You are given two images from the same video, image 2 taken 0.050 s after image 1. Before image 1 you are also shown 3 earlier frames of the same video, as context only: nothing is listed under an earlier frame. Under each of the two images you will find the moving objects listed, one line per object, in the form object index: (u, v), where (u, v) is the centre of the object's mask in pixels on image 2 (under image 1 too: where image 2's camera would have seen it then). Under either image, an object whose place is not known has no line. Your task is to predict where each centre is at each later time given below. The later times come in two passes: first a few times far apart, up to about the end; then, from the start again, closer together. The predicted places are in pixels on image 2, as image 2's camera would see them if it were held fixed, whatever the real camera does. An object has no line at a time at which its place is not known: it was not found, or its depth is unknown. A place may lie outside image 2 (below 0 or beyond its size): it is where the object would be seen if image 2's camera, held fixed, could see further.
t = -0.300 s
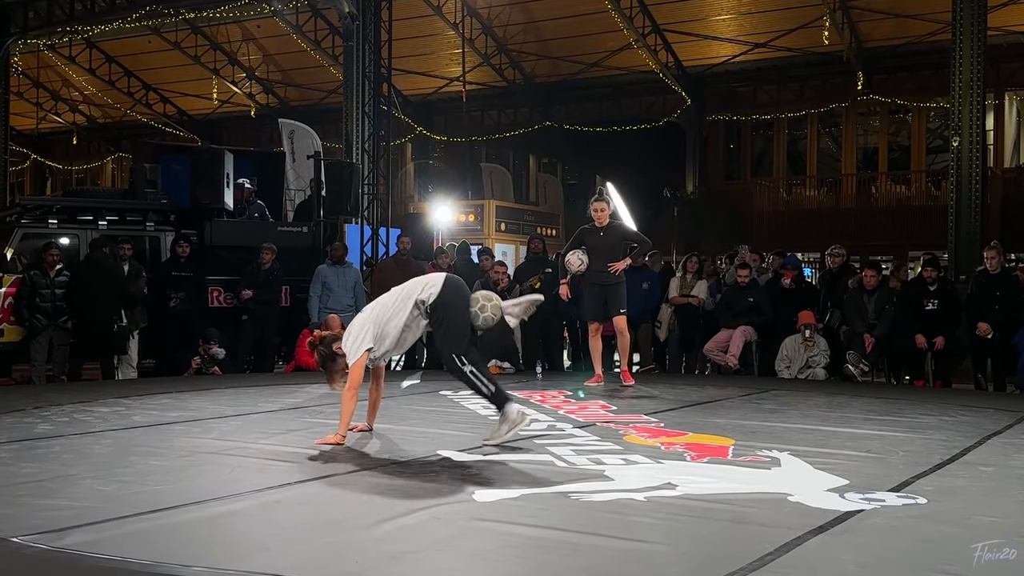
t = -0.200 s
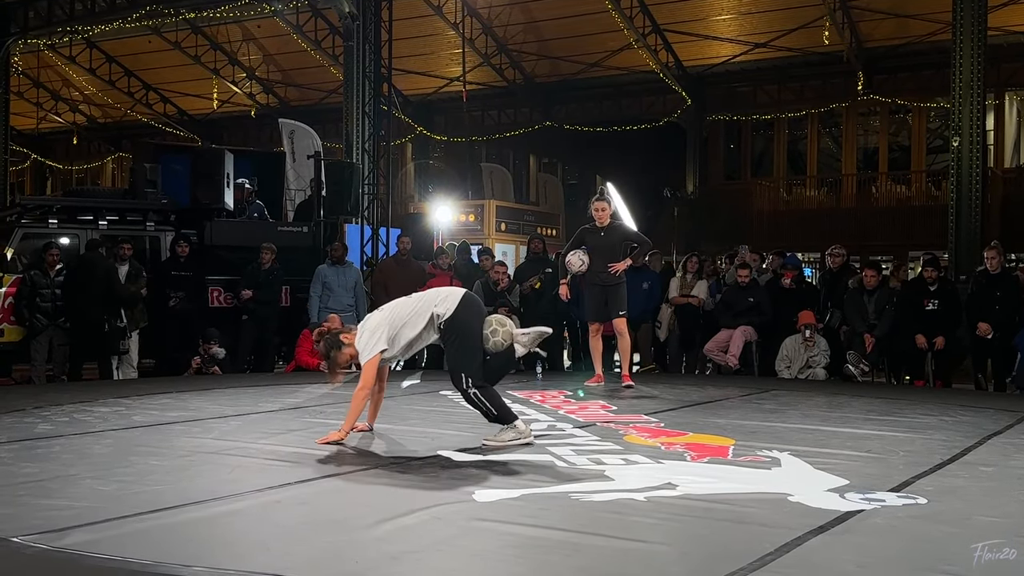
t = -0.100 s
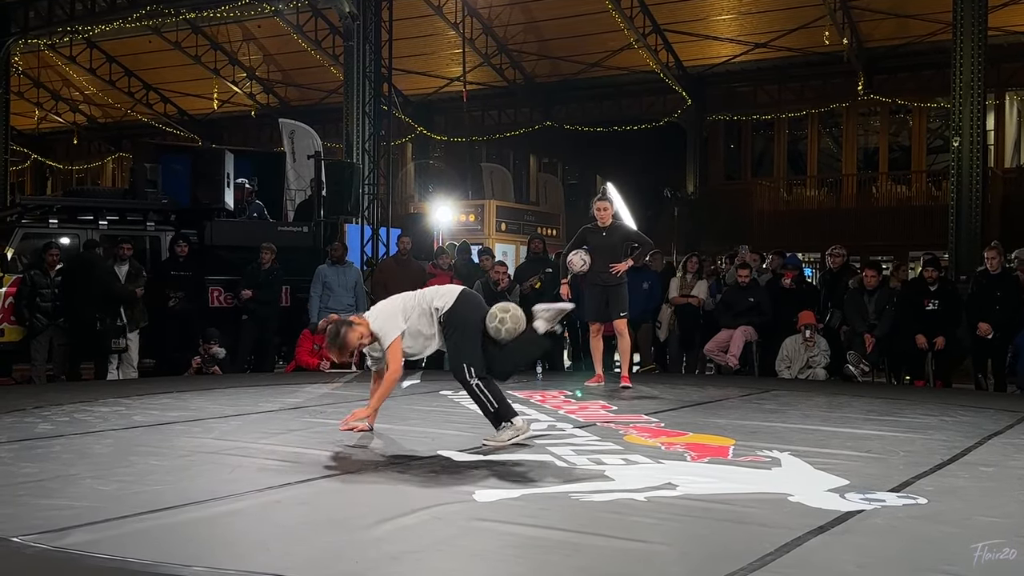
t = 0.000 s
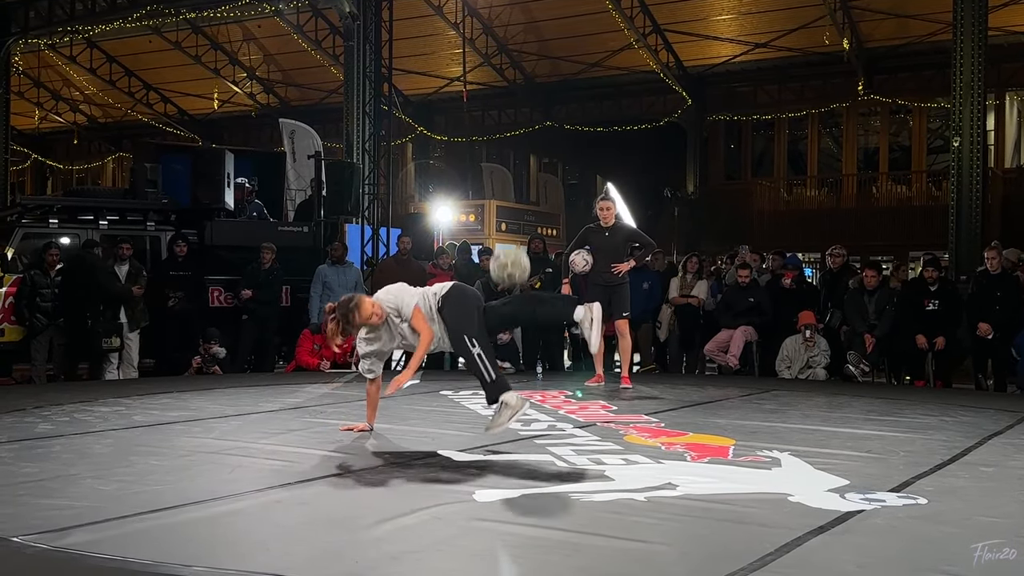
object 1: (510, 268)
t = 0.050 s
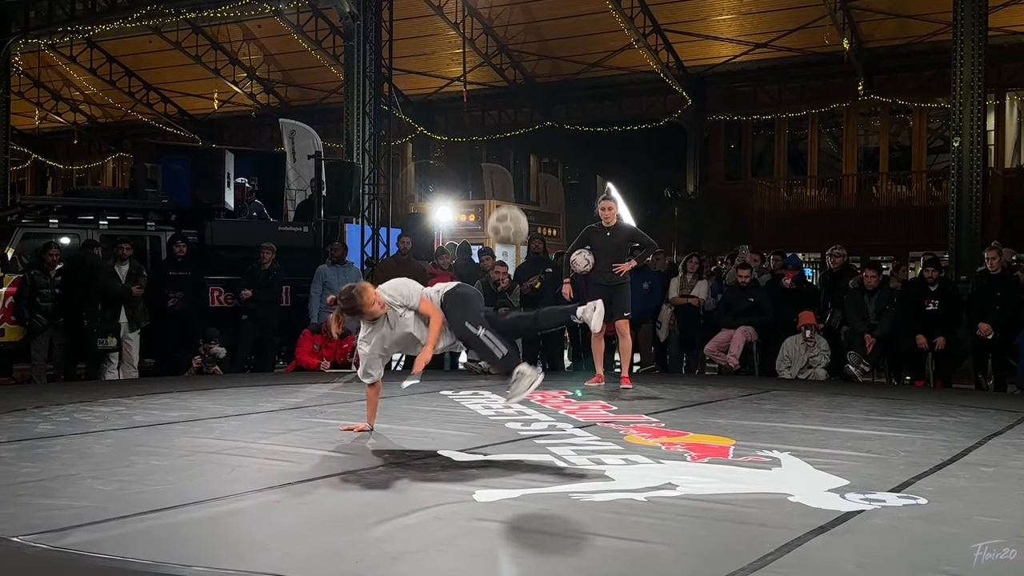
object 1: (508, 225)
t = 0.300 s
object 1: (496, 101)
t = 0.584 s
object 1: (482, 94)
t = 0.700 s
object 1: (475, 130)
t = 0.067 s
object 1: (507, 214)
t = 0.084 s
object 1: (506, 203)
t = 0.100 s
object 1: (506, 191)
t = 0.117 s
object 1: (505, 181)
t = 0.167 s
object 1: (503, 153)
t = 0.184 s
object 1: (502, 145)
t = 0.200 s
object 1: (501, 137)
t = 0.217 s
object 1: (500, 130)
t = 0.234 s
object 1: (500, 123)
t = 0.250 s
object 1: (499, 116)
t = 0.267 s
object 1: (498, 111)
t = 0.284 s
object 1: (497, 106)
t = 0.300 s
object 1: (496, 101)
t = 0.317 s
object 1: (495, 97)
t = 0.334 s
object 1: (495, 93)
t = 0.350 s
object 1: (494, 90)
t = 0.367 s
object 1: (493, 87)
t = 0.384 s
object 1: (492, 84)
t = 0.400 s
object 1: (491, 83)
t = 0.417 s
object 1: (490, 81)
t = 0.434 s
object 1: (489, 81)
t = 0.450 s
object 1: (489, 80)
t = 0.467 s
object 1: (488, 80)
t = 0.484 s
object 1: (487, 81)
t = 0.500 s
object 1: (486, 82)
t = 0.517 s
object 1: (485, 83)
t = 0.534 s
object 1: (484, 85)
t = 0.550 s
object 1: (483, 88)
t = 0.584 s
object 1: (482, 94)
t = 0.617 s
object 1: (480, 102)
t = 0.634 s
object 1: (479, 107)
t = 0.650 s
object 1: (478, 112)
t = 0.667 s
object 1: (477, 117)
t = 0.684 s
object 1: (476, 123)
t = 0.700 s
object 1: (475, 130)
